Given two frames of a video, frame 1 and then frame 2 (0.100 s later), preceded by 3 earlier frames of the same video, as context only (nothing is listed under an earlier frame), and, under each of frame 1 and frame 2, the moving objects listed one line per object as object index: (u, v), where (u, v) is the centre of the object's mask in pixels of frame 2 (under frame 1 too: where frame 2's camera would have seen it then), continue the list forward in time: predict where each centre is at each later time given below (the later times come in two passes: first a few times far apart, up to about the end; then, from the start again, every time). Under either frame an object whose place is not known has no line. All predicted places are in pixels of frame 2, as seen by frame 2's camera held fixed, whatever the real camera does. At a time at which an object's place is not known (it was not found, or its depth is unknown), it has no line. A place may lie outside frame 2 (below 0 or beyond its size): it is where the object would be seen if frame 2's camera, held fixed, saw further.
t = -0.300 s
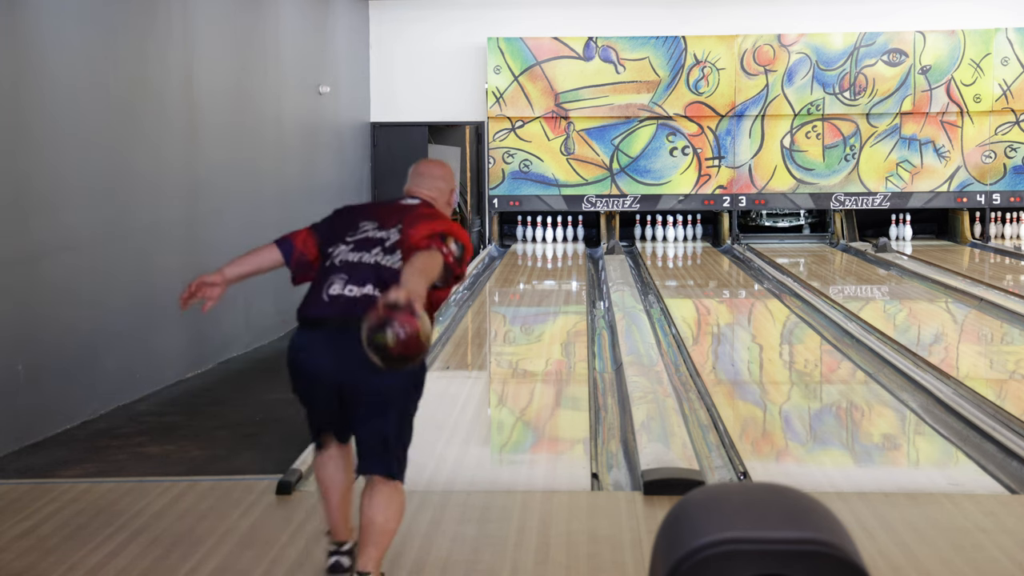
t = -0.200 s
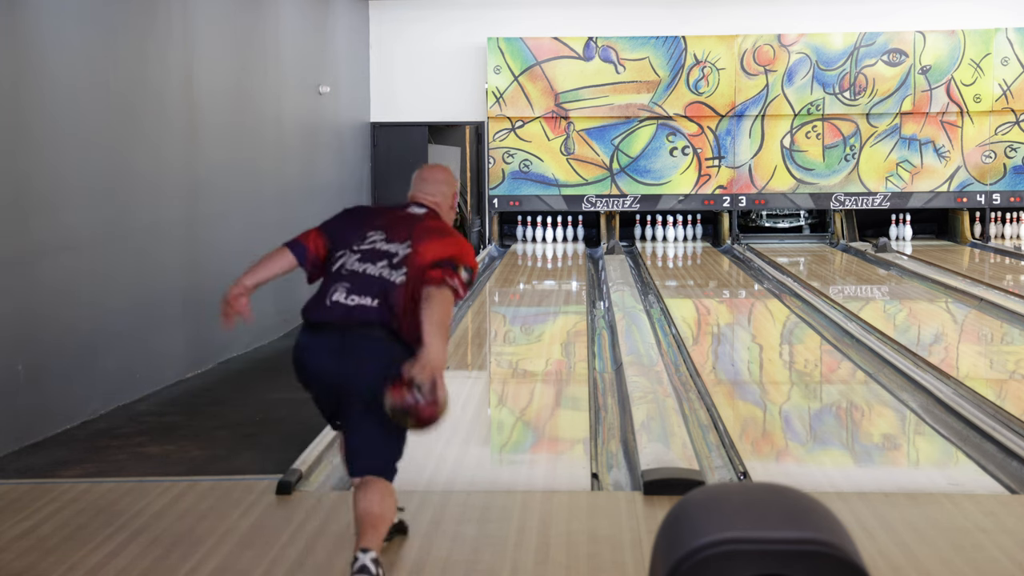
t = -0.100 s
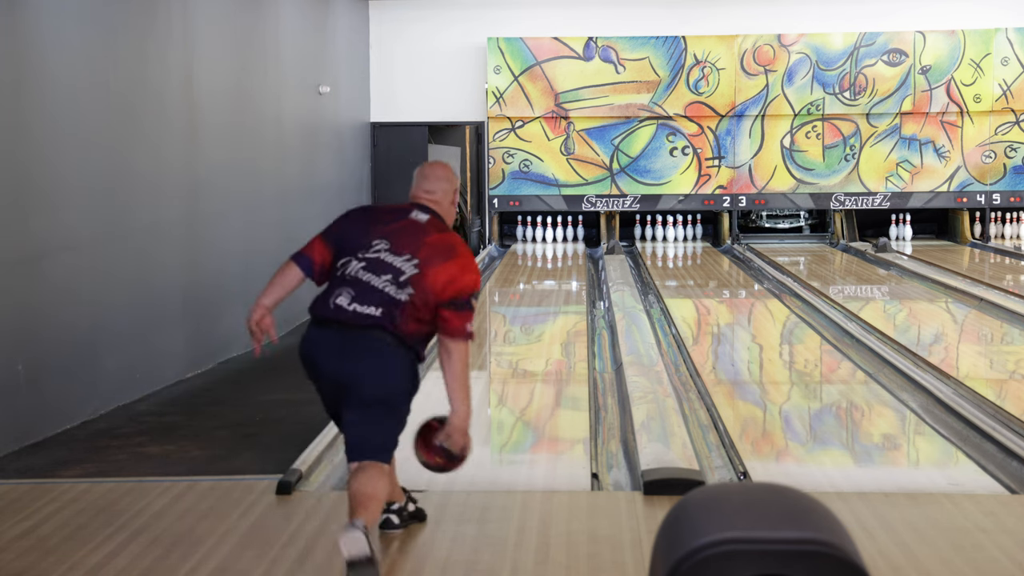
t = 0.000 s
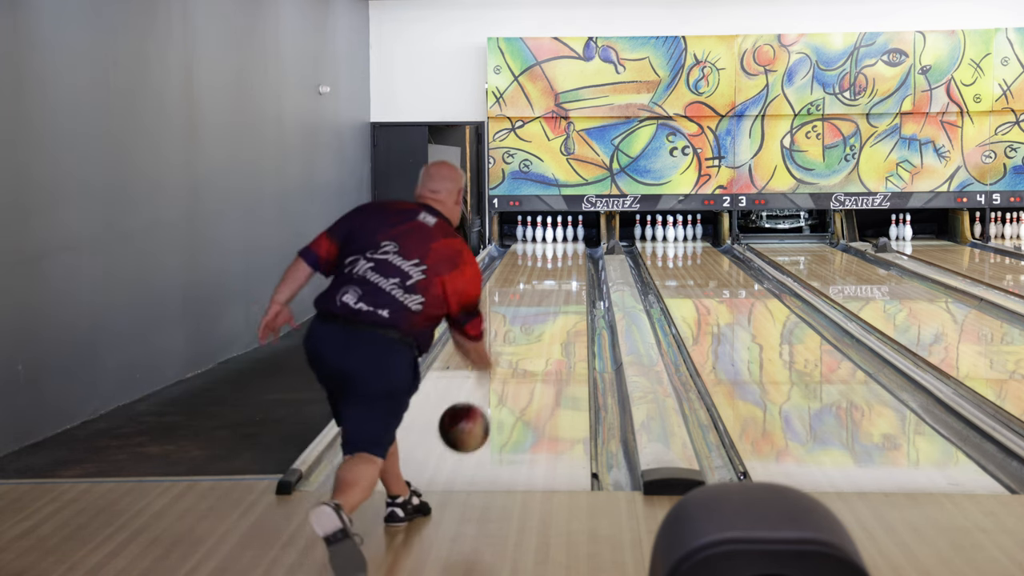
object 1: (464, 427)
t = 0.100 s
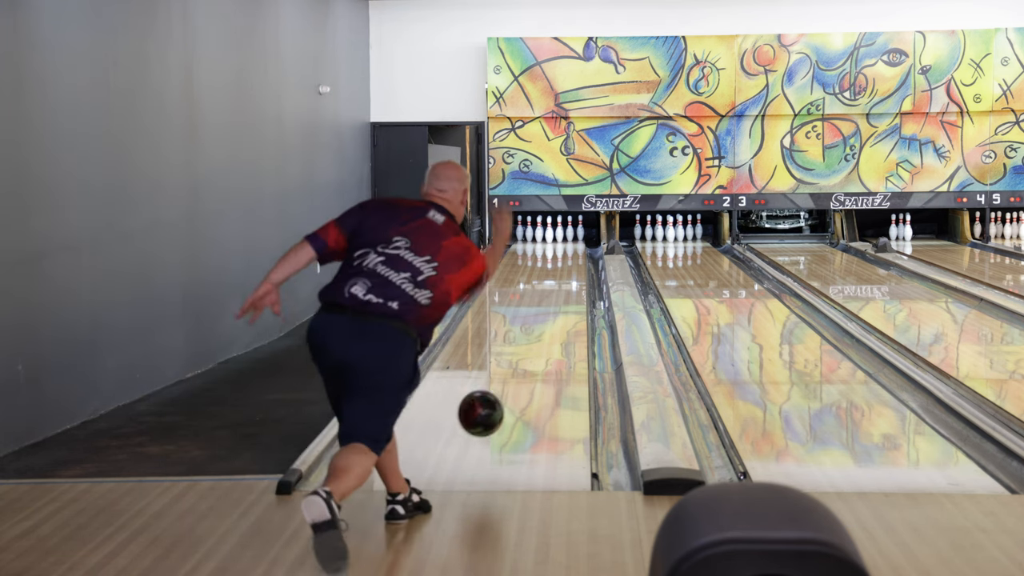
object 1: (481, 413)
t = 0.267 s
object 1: (502, 403)
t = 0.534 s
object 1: (526, 360)
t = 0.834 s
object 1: (544, 323)
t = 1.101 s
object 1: (554, 299)
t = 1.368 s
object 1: (562, 281)
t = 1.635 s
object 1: (567, 267)
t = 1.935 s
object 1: (569, 254)
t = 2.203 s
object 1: (566, 245)
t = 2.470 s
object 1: (558, 238)
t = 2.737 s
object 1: (556, 234)
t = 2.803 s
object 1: (556, 234)
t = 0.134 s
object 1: (485, 413)
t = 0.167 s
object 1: (490, 416)
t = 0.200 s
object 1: (494, 421)
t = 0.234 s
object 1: (498, 413)
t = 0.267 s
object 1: (502, 403)
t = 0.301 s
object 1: (505, 396)
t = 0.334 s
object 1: (509, 391)
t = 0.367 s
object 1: (512, 388)
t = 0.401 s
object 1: (515, 381)
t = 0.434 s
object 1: (518, 376)
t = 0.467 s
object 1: (521, 370)
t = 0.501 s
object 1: (523, 365)
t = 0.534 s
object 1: (526, 360)
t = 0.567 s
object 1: (528, 355)
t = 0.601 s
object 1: (531, 350)
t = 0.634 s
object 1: (533, 346)
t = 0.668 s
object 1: (535, 342)
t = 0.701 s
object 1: (536, 338)
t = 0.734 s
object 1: (539, 334)
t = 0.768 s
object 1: (540, 330)
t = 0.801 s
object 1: (542, 327)
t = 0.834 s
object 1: (544, 323)
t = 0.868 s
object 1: (545, 319)
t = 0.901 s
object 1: (546, 316)
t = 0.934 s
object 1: (548, 313)
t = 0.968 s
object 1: (549, 311)
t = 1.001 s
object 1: (551, 307)
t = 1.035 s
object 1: (552, 305)
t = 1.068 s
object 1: (553, 302)
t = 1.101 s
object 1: (554, 299)
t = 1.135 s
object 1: (555, 296)
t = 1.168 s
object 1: (556, 294)
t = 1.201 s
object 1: (557, 292)
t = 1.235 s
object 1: (558, 289)
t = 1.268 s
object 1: (559, 287)
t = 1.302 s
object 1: (560, 285)
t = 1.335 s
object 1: (560, 284)
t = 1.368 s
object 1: (562, 281)
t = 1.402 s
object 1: (562, 279)
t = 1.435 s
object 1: (563, 277)
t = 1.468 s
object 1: (564, 275)
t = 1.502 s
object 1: (564, 274)
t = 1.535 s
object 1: (565, 272)
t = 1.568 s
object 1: (566, 270)
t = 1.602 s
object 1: (566, 268)
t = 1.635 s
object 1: (567, 267)
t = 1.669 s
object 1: (567, 265)
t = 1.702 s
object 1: (568, 264)
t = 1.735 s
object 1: (568, 262)
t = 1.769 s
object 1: (569, 260)
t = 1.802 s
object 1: (569, 259)
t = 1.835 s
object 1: (569, 258)
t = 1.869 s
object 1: (569, 257)
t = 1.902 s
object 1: (569, 255)
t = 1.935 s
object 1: (569, 254)
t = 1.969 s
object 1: (569, 252)
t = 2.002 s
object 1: (569, 251)
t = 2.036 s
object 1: (569, 250)
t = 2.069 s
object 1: (568, 249)
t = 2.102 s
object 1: (568, 248)
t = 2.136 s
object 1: (567, 247)
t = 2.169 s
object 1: (567, 246)
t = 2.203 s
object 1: (566, 245)
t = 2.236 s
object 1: (565, 244)
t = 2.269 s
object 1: (564, 243)
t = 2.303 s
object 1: (563, 242)
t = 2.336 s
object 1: (563, 241)
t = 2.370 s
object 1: (561, 241)
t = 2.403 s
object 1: (560, 240)
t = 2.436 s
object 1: (559, 239)
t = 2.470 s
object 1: (558, 238)
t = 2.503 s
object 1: (557, 237)
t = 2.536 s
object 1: (555, 236)
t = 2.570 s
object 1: (554, 236)
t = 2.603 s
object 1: (554, 235)
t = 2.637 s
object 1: (555, 235)
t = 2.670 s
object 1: (554, 235)
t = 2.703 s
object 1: (554, 234)
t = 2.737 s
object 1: (556, 234)
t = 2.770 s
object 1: (556, 234)
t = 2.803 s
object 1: (556, 234)
